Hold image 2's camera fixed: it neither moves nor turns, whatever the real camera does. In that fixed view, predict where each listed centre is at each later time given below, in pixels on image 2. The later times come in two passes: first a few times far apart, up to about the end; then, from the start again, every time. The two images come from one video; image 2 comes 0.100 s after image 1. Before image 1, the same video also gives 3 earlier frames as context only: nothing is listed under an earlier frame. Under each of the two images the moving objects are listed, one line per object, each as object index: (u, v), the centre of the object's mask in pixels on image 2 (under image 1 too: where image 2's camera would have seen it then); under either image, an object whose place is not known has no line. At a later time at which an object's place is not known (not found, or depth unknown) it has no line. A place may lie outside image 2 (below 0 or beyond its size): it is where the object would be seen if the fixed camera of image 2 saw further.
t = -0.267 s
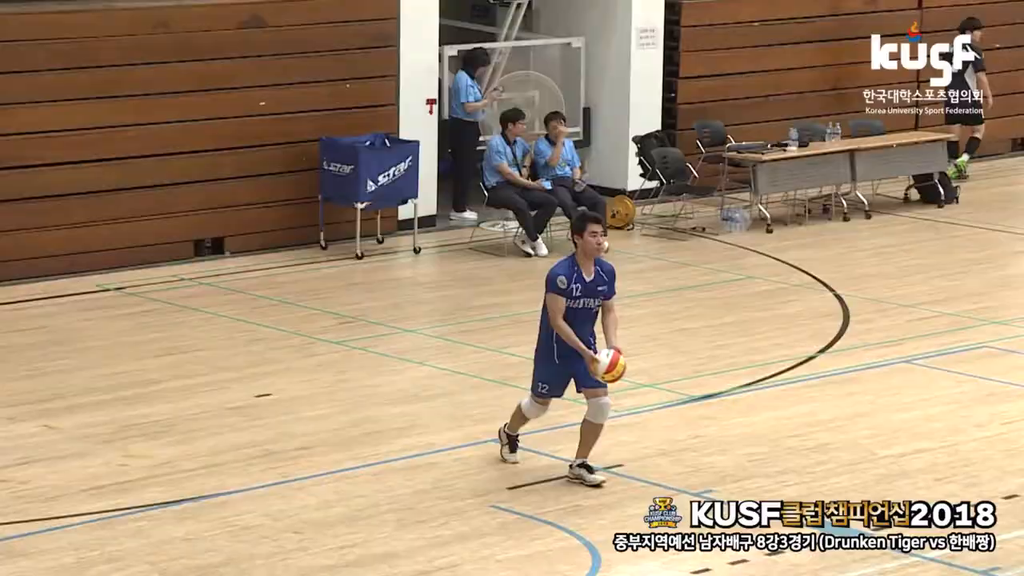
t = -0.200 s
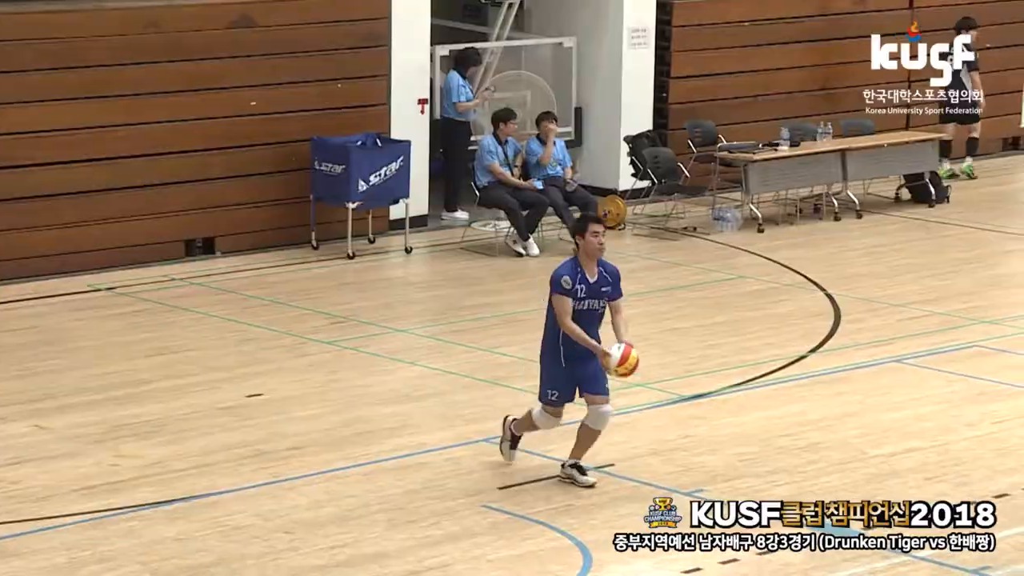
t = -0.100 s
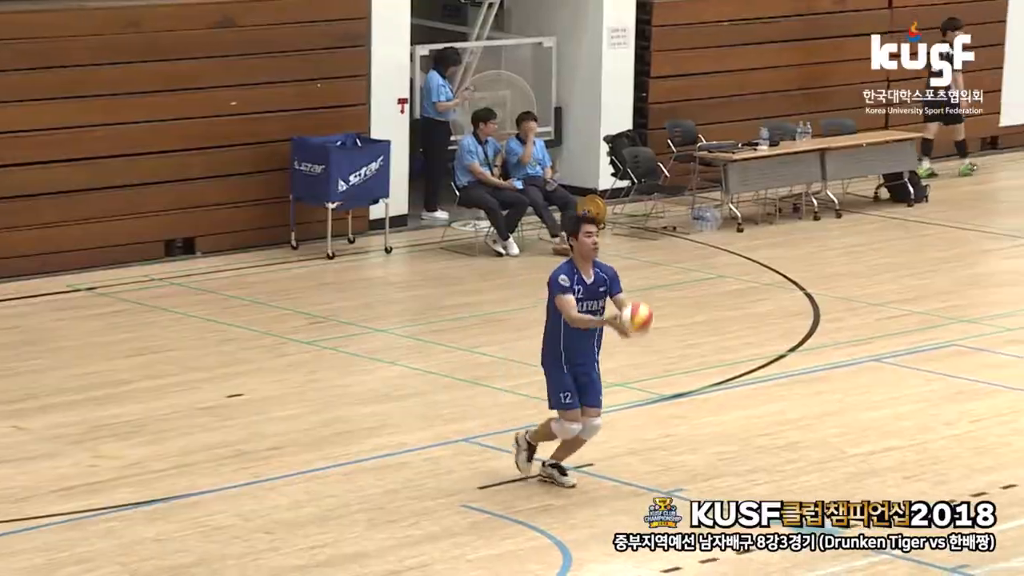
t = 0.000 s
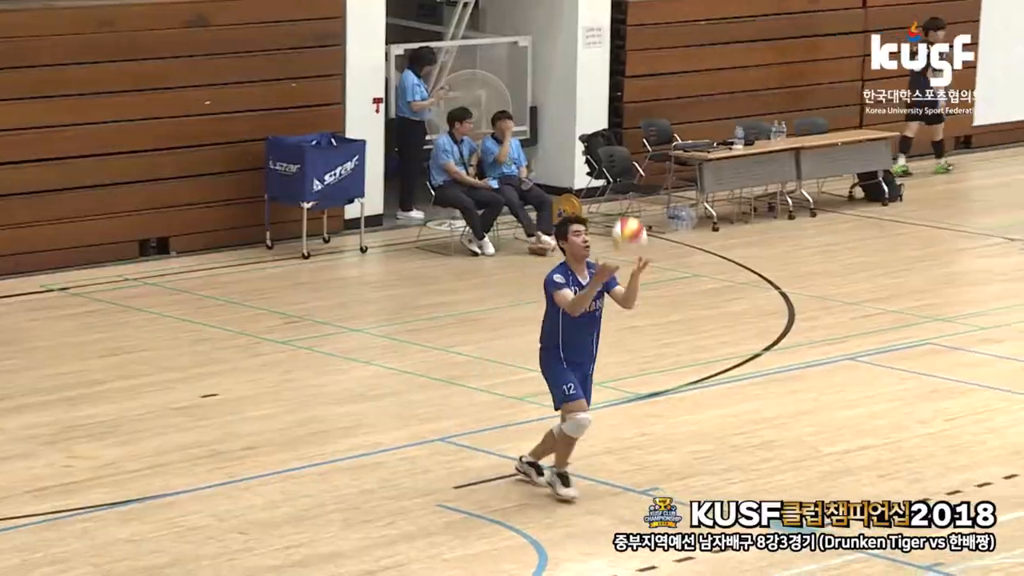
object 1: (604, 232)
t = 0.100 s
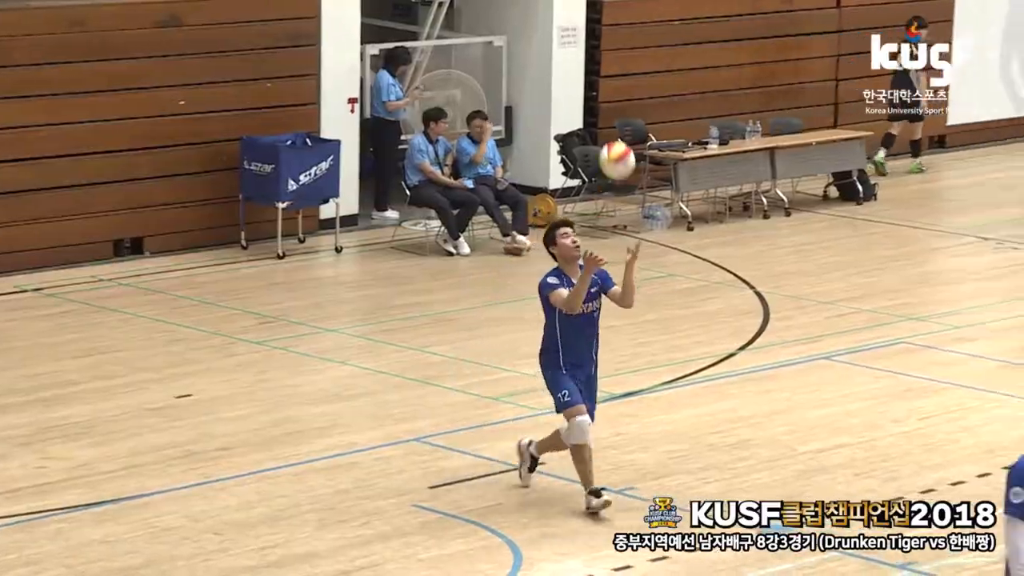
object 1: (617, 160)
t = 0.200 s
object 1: (629, 100)
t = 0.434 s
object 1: (654, 22)
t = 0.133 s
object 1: (621, 138)
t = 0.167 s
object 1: (625, 119)
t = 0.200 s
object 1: (629, 100)
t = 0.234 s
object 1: (633, 83)
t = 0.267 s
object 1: (637, 68)
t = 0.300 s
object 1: (640, 55)
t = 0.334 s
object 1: (644, 44)
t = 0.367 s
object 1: (647, 34)
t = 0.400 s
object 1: (651, 27)
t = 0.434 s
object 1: (654, 22)
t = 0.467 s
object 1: (658, 18)
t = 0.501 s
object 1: (661, 16)
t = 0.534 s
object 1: (664, 16)
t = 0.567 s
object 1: (668, 17)
